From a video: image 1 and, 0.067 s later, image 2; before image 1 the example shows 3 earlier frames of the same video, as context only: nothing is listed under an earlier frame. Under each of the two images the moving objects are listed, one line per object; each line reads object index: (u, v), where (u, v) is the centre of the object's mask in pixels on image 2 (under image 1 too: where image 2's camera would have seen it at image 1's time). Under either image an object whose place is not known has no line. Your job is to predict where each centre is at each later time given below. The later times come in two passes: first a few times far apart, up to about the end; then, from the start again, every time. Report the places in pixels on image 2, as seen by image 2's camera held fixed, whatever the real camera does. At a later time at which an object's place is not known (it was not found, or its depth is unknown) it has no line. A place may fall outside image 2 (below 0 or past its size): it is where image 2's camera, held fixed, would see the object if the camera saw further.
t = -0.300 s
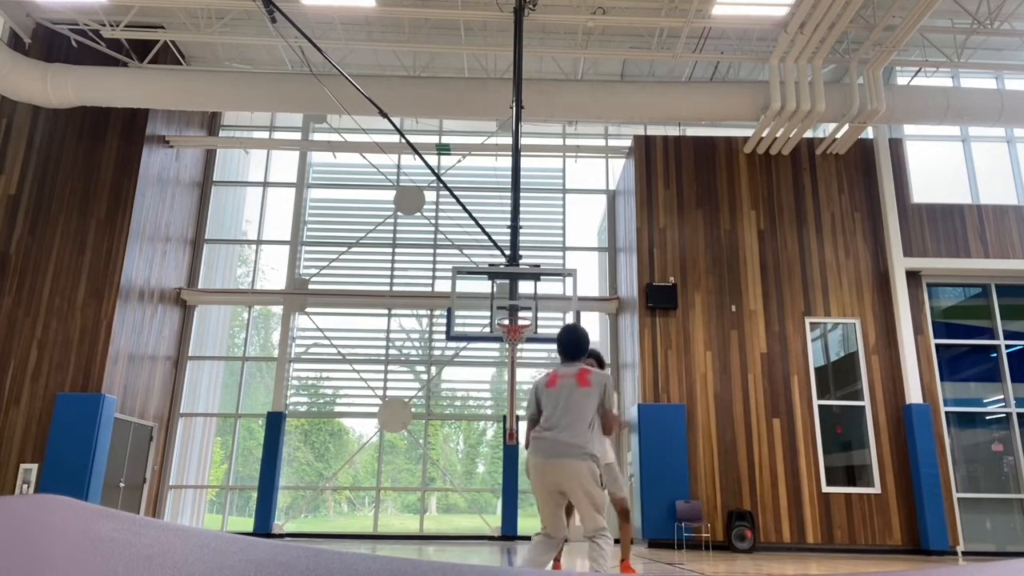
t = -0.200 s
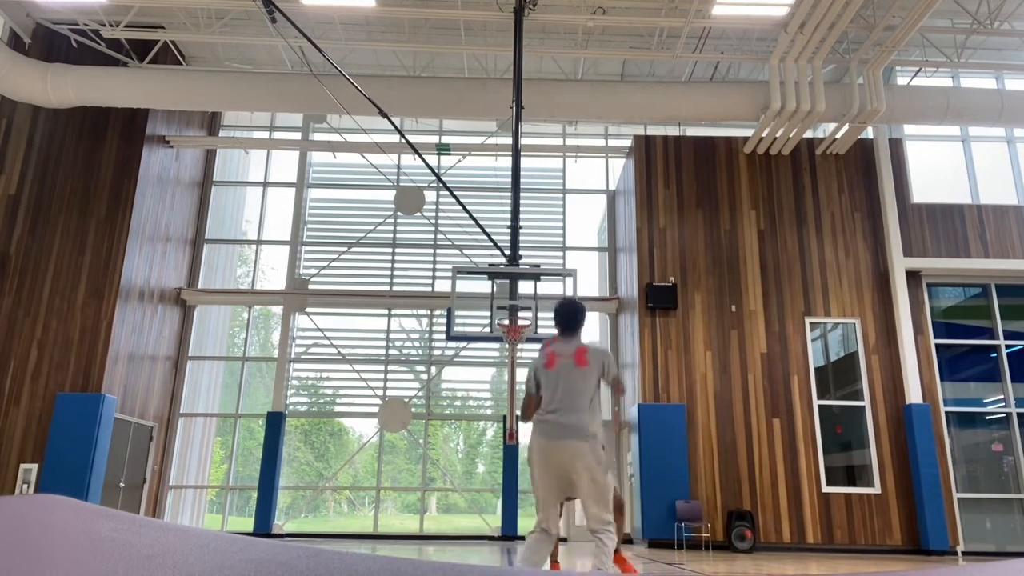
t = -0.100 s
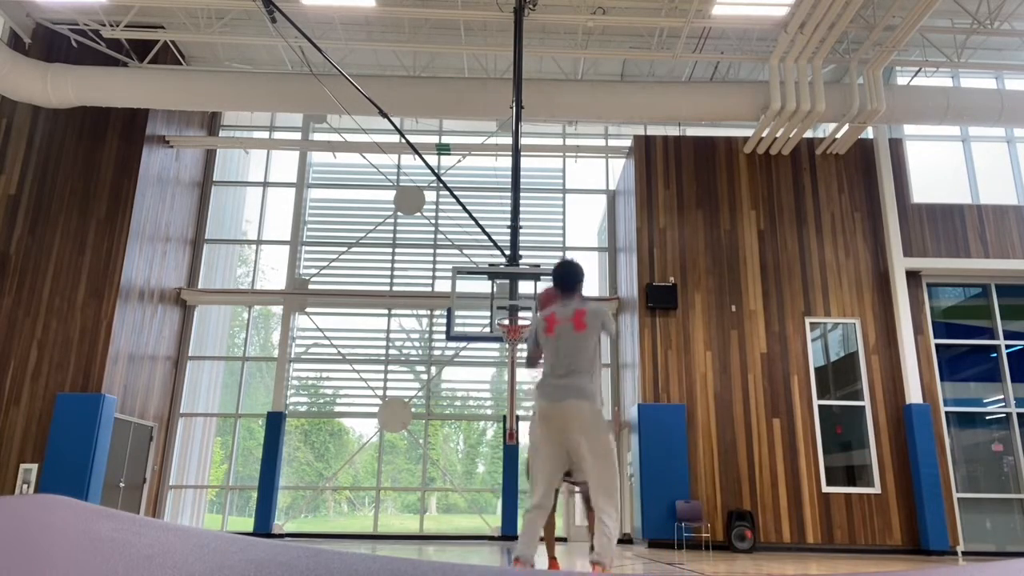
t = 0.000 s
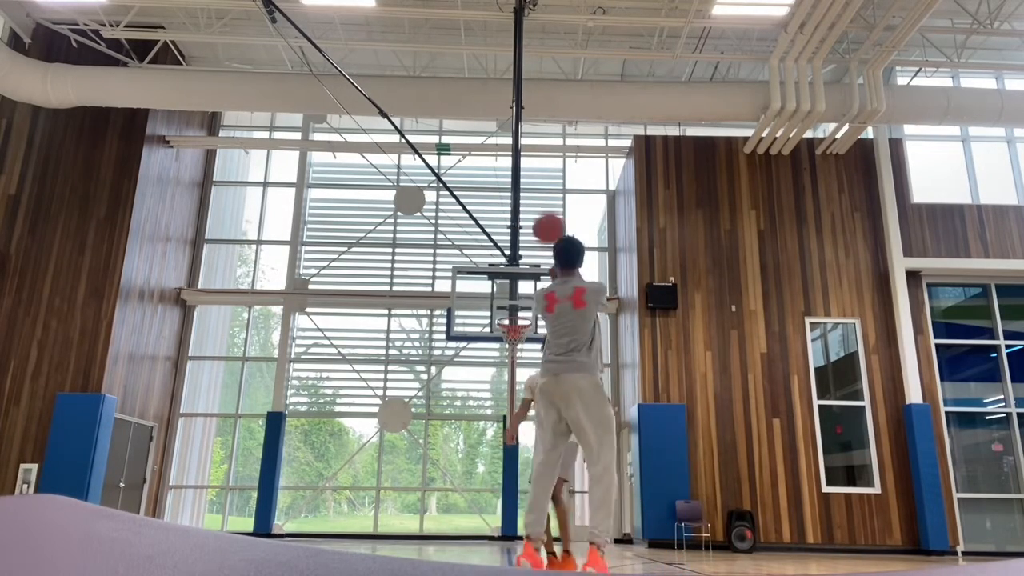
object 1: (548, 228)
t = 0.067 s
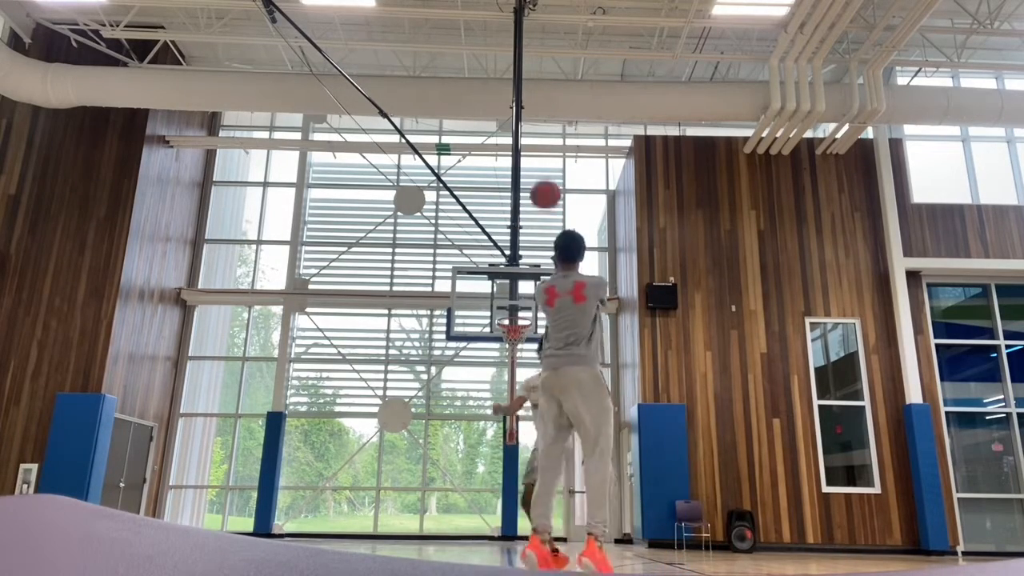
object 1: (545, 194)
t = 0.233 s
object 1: (539, 150)
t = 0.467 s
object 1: (533, 144)
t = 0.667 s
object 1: (529, 172)
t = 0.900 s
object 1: (524, 232)
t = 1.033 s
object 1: (523, 275)
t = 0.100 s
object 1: (544, 181)
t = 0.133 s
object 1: (542, 171)
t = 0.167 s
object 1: (541, 162)
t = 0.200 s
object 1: (540, 155)
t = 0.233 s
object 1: (539, 150)
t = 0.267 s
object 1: (538, 145)
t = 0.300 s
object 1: (537, 143)
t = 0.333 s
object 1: (536, 141)
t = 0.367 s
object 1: (535, 140)
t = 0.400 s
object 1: (535, 141)
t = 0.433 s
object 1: (534, 142)
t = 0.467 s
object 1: (533, 144)
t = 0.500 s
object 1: (532, 146)
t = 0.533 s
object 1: (532, 151)
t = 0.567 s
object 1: (531, 155)
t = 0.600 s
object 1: (530, 160)
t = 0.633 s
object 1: (530, 166)
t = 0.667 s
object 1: (529, 172)
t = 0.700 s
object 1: (528, 179)
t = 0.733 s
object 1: (528, 186)
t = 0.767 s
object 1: (527, 195)
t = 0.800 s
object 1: (527, 203)
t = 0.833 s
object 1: (526, 212)
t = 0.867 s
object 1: (525, 222)
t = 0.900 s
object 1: (524, 232)
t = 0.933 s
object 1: (524, 242)
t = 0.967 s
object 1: (523, 253)
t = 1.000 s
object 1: (523, 265)
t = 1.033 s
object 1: (523, 275)
